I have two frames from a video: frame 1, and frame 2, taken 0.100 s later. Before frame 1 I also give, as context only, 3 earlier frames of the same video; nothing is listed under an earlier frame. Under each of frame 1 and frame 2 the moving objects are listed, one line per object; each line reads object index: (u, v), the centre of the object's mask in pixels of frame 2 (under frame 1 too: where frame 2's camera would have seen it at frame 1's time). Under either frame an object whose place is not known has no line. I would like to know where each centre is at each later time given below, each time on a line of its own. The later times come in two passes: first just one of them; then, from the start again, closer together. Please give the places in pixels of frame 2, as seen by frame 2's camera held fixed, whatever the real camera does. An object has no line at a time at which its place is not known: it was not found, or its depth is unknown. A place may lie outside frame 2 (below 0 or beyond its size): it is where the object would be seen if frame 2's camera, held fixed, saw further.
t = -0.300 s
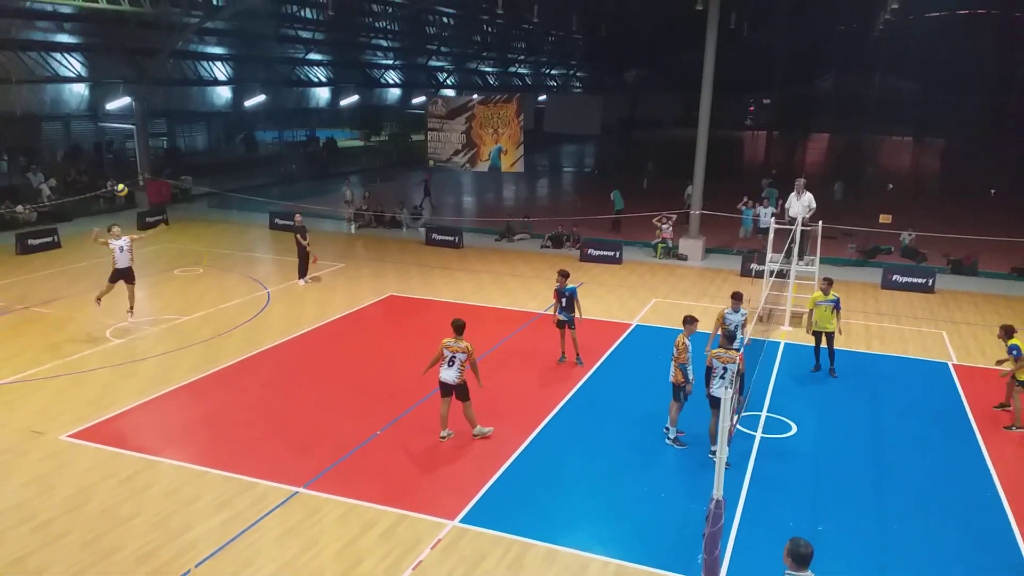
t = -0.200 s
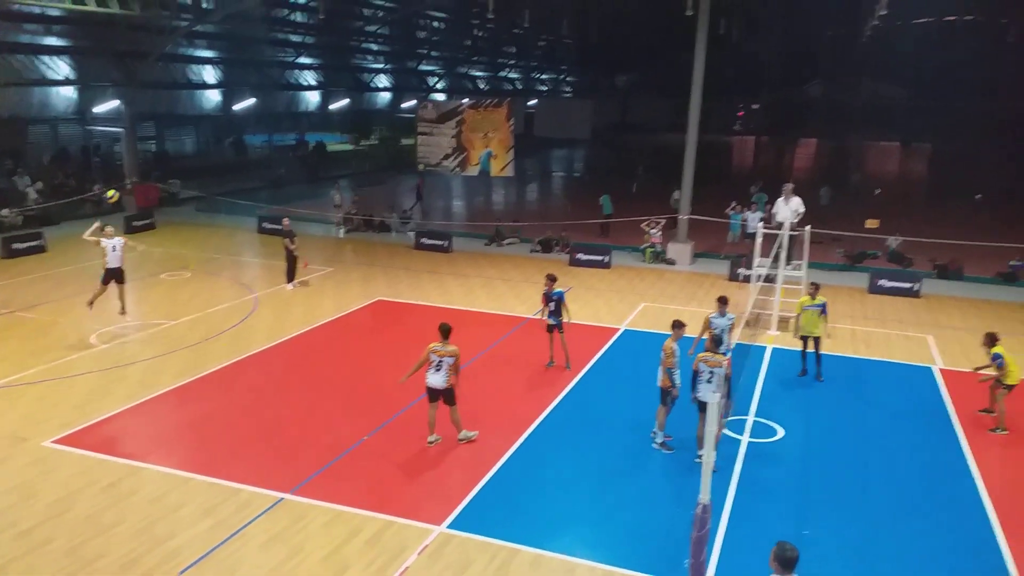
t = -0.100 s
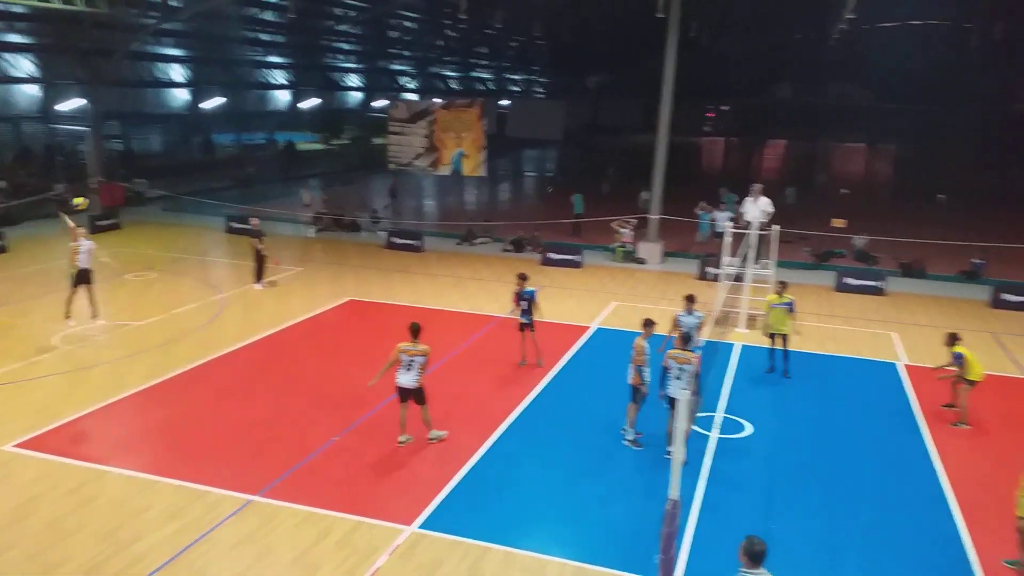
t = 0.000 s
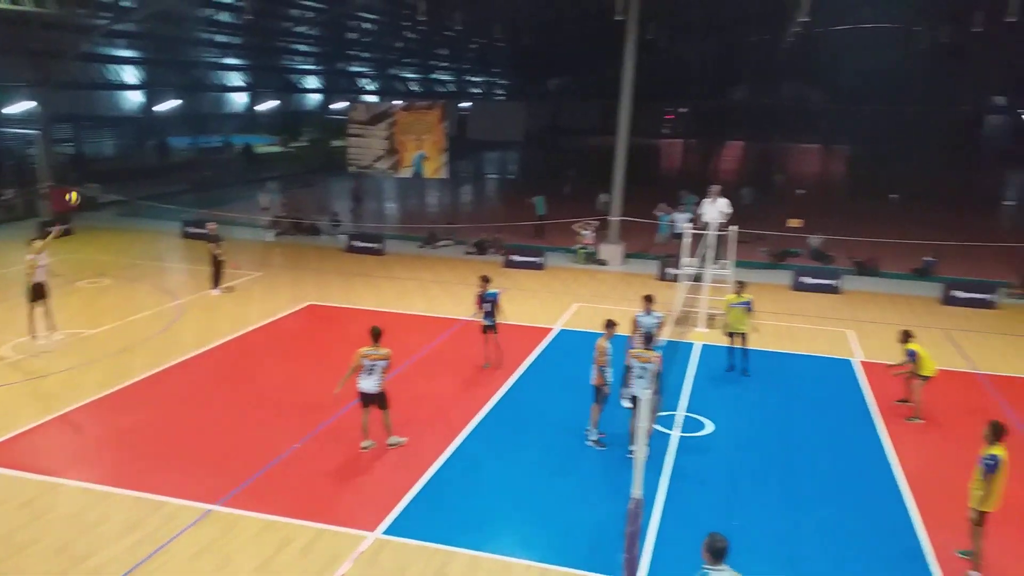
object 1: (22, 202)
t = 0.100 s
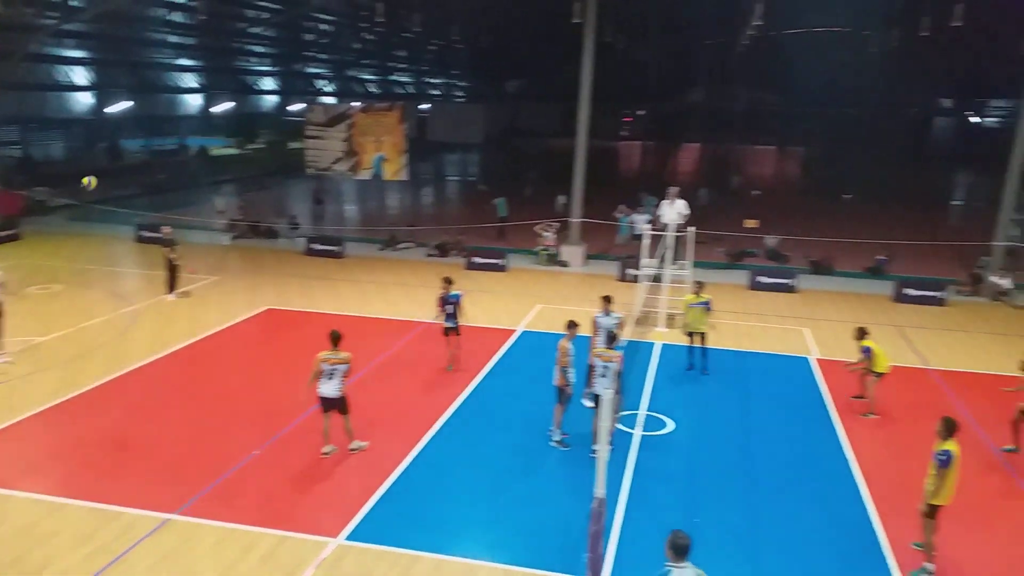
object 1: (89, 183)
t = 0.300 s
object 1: (231, 161)
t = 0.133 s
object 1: (112, 177)
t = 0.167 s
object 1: (135, 172)
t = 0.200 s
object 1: (155, 168)
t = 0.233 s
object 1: (180, 164)
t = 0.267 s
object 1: (205, 163)
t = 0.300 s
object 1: (231, 161)
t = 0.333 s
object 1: (258, 158)
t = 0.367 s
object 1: (285, 156)
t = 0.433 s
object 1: (337, 150)
